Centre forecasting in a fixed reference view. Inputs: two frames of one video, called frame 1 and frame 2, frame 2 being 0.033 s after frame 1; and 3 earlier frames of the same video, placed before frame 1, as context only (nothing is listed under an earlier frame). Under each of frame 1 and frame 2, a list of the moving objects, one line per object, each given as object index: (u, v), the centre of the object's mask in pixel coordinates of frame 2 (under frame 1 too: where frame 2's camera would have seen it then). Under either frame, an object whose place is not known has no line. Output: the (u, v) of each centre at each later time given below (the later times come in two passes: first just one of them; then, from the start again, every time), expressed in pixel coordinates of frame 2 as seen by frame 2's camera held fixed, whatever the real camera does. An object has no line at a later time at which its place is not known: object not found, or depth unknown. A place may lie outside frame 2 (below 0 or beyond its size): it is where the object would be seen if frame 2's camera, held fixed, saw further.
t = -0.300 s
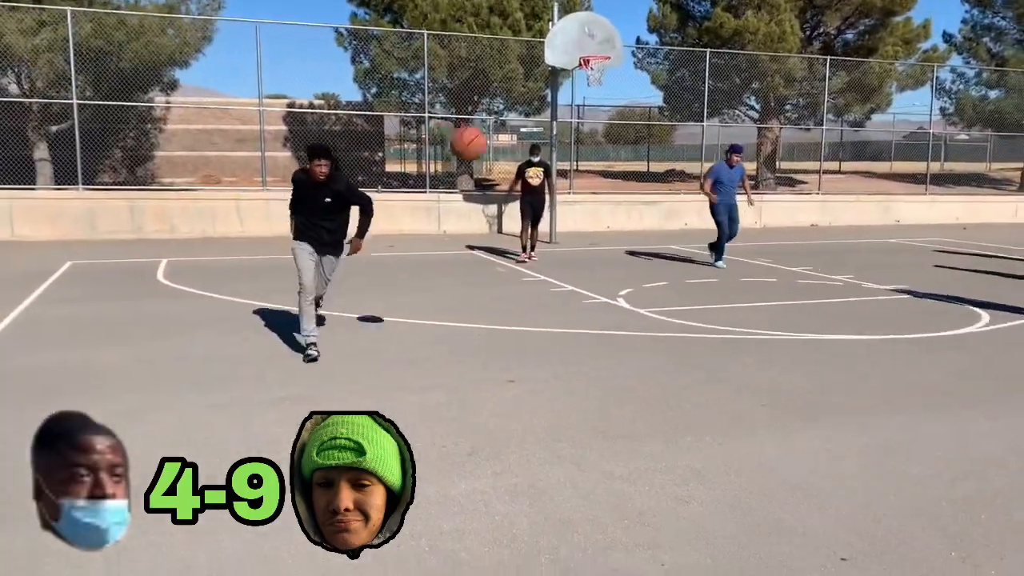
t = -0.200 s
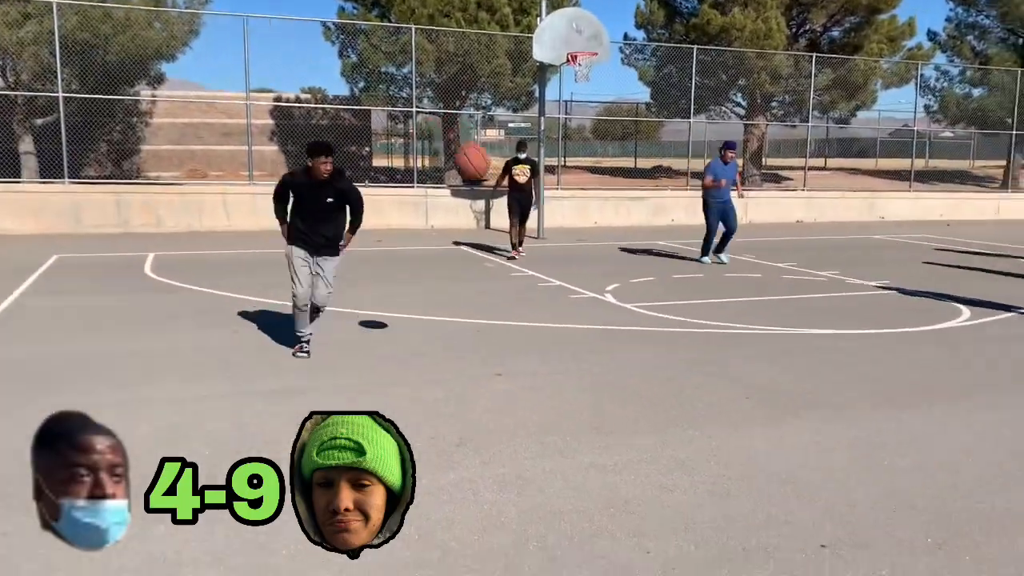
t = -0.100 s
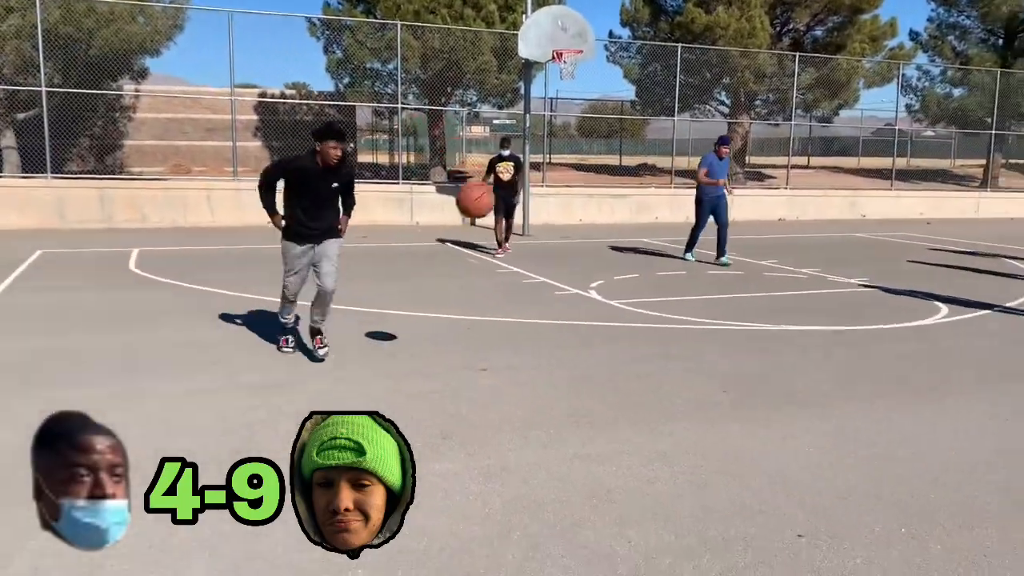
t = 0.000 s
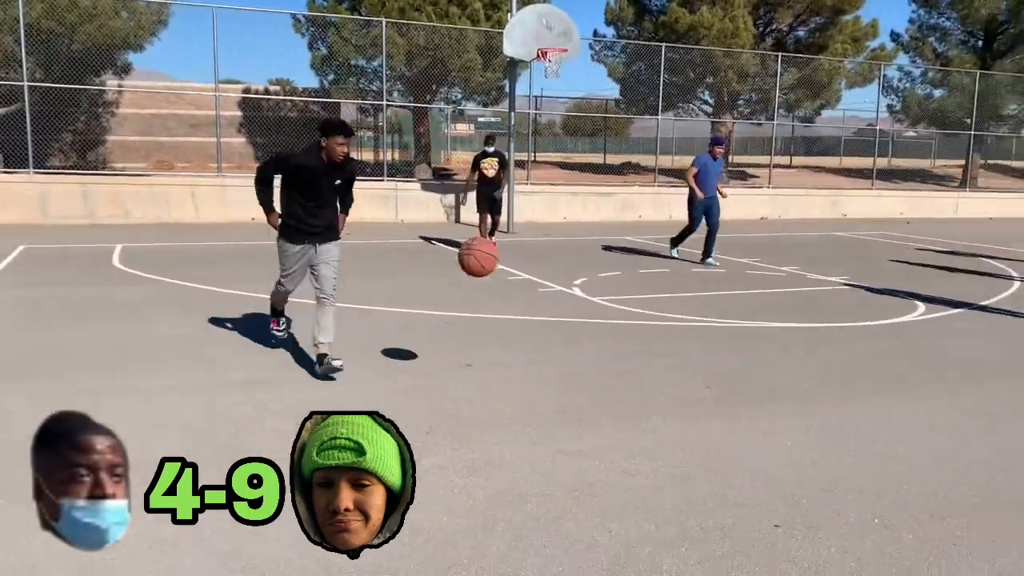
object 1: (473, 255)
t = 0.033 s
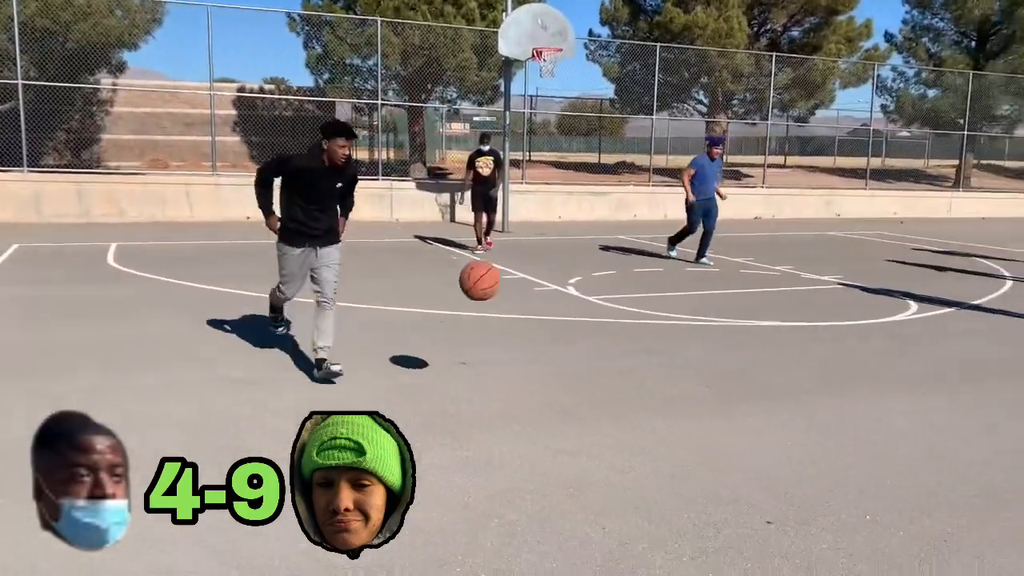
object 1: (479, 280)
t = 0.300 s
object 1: (540, 331)
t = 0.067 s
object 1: (485, 308)
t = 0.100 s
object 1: (492, 339)
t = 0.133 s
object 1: (499, 372)
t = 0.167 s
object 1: (506, 406)
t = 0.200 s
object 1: (515, 388)
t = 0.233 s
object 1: (523, 368)
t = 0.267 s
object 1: (531, 349)
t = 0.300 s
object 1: (540, 331)
